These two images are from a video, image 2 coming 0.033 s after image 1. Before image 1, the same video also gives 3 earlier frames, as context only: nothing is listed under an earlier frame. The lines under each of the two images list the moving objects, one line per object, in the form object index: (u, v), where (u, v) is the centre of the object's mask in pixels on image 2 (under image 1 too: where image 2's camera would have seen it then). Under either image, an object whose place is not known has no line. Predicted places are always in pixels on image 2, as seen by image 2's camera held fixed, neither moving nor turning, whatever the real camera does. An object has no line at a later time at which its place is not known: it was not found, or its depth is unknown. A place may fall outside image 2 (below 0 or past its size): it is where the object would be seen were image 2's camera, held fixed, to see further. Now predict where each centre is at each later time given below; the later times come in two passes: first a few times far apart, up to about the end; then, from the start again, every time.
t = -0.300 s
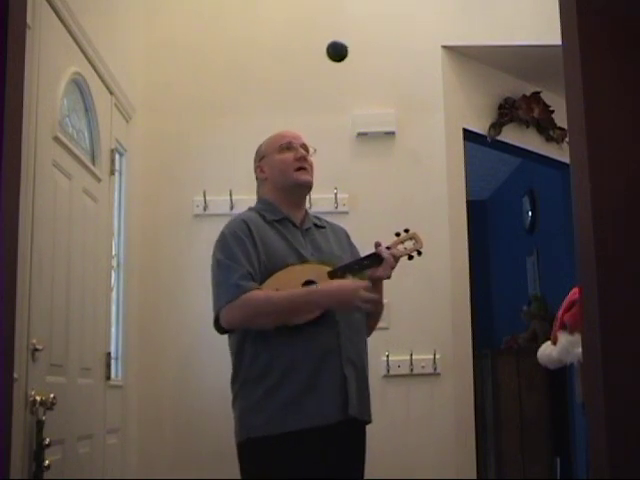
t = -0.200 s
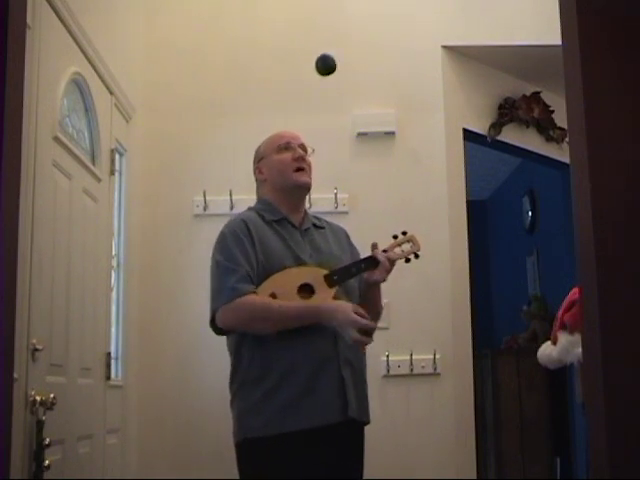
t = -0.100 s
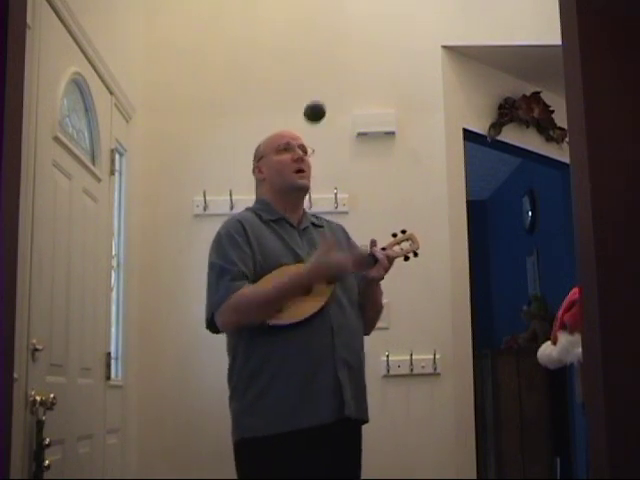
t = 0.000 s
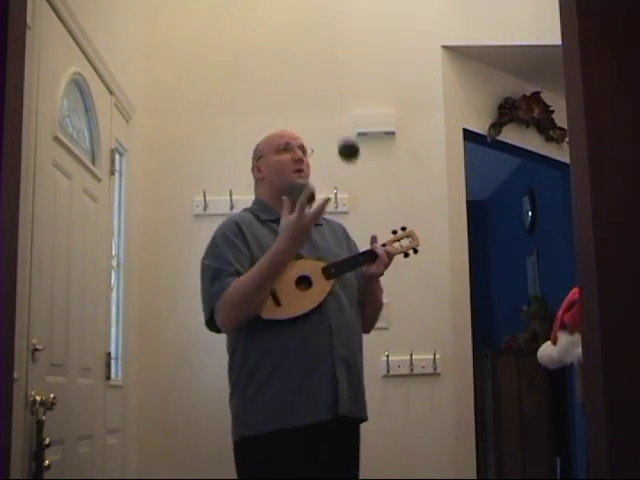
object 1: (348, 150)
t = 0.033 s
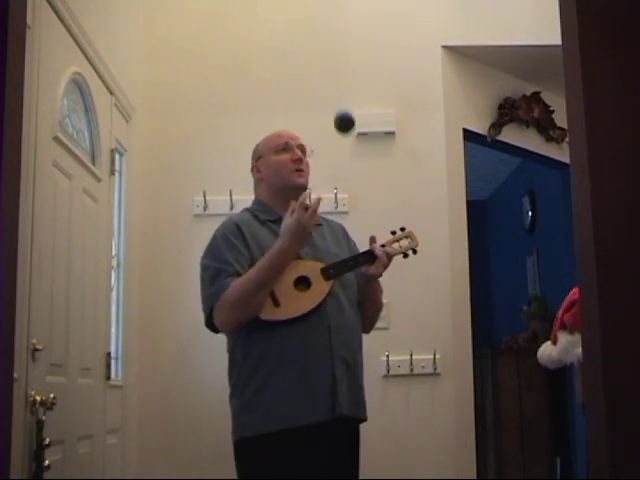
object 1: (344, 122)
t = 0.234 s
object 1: (320, 38)
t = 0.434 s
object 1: (298, 88)
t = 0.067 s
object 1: (340, 99)
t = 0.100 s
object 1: (335, 79)
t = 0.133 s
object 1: (331, 63)
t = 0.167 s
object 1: (328, 51)
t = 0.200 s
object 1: (324, 43)
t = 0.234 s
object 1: (320, 38)
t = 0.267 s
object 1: (316, 37)
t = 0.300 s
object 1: (312, 40)
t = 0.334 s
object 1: (309, 46)
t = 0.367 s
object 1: (306, 56)
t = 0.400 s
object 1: (302, 70)
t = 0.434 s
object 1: (298, 88)
